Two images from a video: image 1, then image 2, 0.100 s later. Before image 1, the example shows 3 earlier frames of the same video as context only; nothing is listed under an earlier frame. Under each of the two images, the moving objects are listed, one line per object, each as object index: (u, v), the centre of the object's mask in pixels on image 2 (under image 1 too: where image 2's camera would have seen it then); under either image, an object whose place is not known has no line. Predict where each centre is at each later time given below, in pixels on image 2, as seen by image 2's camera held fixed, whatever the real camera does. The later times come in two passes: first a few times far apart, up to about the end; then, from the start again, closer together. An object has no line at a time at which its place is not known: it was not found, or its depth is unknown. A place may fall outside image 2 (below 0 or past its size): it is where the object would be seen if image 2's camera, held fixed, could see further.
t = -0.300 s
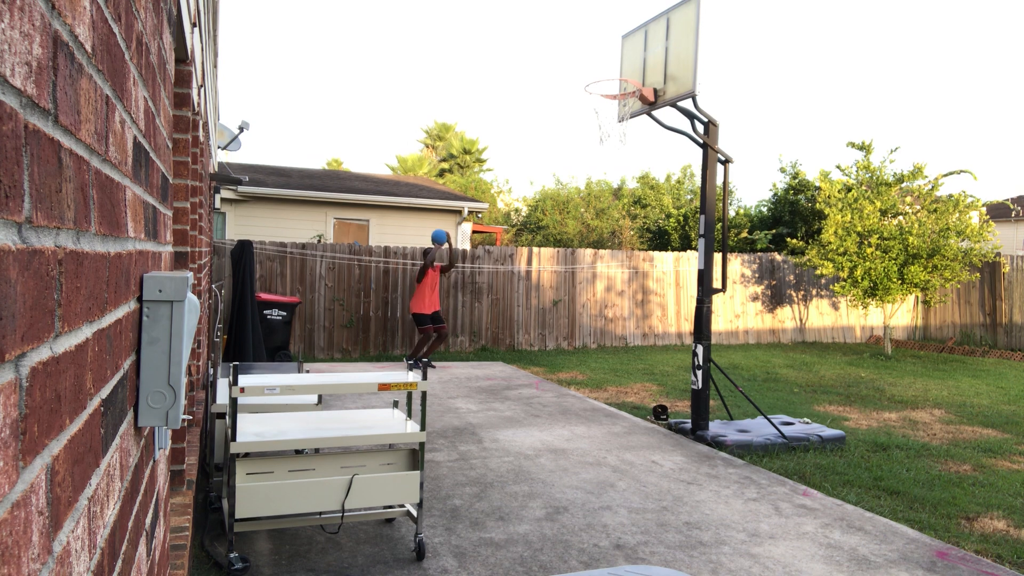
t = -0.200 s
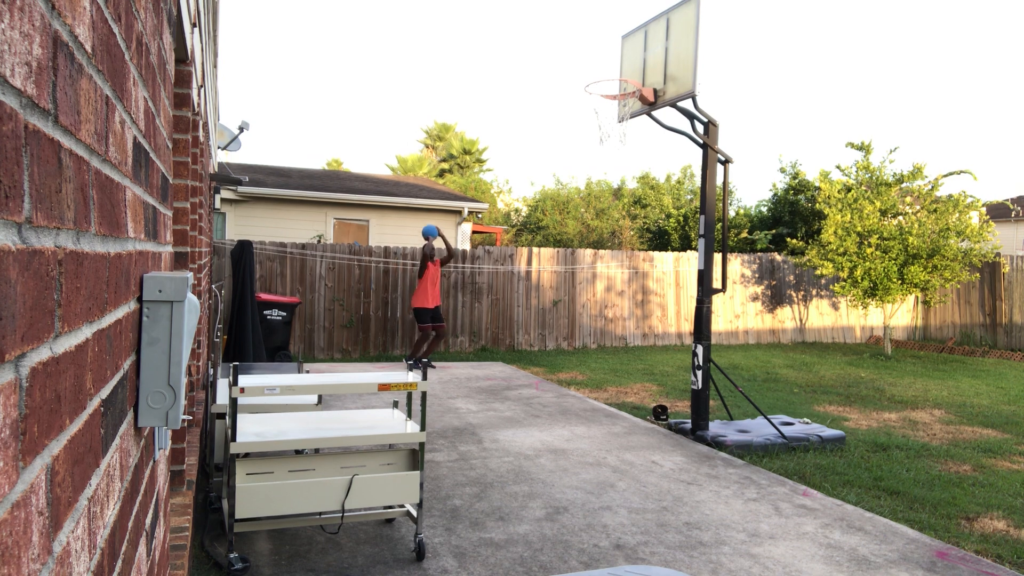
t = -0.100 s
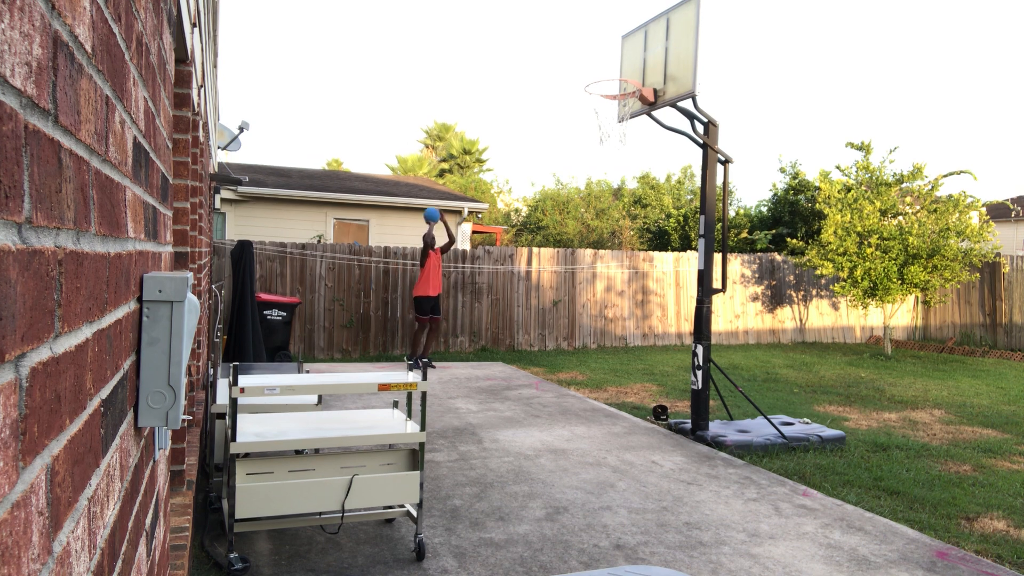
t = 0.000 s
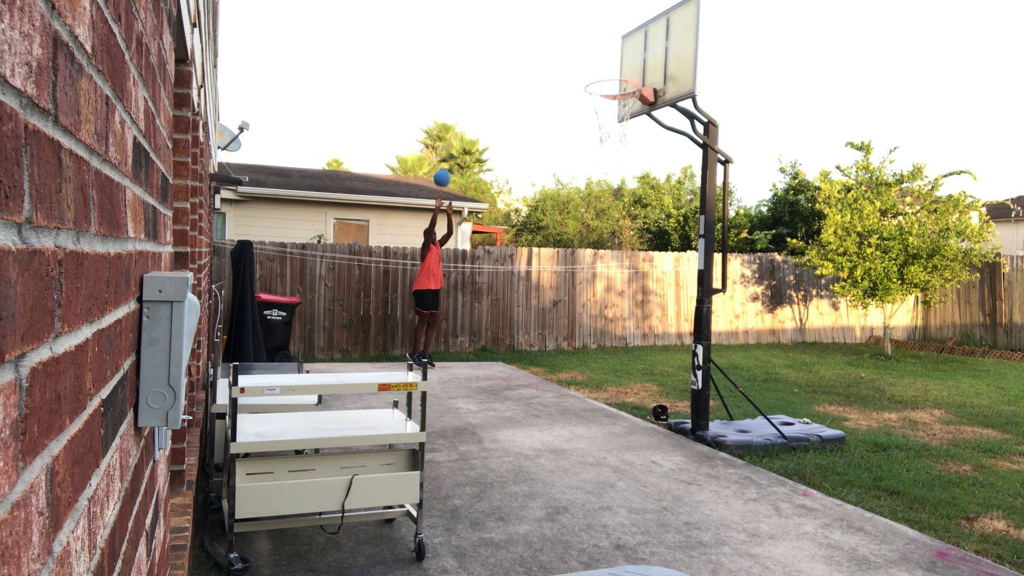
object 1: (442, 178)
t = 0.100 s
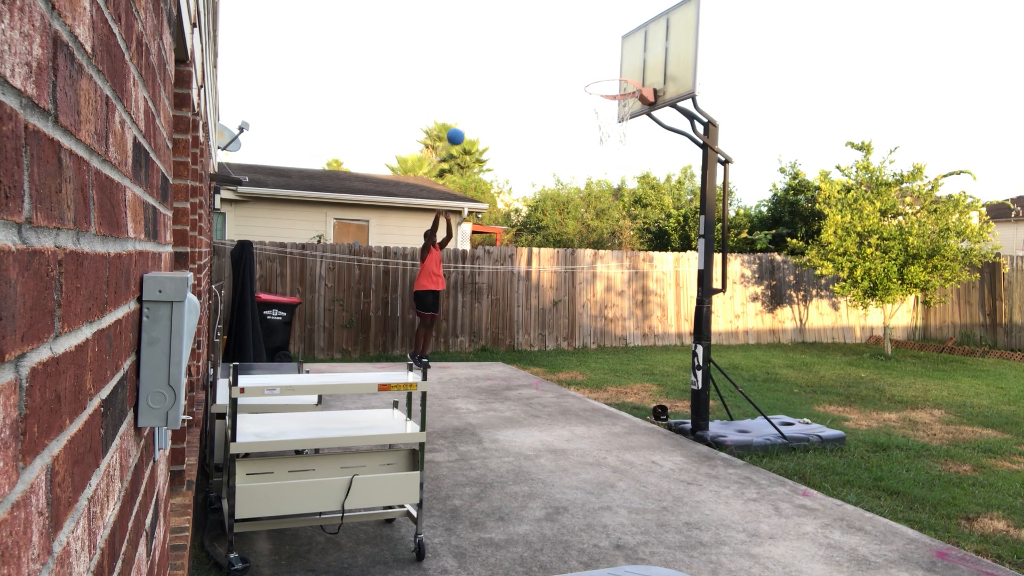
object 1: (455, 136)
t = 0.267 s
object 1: (480, 80)
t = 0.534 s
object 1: (525, 29)
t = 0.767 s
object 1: (570, 39)
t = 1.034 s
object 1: (624, 119)
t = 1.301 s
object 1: (647, 201)
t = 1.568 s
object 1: (669, 374)
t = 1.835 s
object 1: (682, 339)
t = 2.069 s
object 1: (686, 237)
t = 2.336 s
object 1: (687, 215)
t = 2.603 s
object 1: (685, 281)
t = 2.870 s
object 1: (680, 422)
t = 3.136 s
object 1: (689, 325)
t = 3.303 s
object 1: (695, 287)
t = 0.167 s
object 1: (465, 112)
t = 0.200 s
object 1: (470, 100)
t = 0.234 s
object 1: (475, 90)
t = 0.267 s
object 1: (480, 80)
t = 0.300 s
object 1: (485, 71)
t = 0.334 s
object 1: (490, 62)
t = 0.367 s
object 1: (496, 55)
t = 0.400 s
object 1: (501, 48)
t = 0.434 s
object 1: (507, 42)
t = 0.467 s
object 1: (513, 37)
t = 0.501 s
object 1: (518, 33)
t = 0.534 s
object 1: (525, 29)
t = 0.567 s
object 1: (531, 27)
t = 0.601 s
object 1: (537, 26)
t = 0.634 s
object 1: (543, 26)
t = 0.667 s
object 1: (550, 28)
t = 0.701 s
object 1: (556, 30)
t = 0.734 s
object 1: (563, 34)
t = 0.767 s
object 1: (570, 39)
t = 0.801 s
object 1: (577, 46)
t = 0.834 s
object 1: (584, 53)
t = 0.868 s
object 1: (592, 63)
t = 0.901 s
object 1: (599, 73)
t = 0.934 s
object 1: (607, 87)
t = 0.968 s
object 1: (614, 100)
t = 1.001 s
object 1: (620, 113)
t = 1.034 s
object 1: (624, 119)
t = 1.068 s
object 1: (627, 124)
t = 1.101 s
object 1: (630, 131)
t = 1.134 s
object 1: (633, 140)
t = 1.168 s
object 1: (635, 149)
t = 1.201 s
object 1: (638, 160)
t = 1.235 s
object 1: (641, 173)
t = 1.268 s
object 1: (644, 186)
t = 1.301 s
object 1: (647, 201)
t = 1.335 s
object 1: (650, 218)
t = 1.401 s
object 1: (655, 254)
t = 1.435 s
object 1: (657, 276)
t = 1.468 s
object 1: (660, 299)
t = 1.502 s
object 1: (663, 323)
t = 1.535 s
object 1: (667, 348)
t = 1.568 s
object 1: (669, 374)
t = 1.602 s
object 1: (672, 402)
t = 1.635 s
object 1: (675, 433)
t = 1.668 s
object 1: (678, 463)
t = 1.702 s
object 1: (679, 435)
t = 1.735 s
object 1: (680, 408)
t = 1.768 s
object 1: (681, 383)
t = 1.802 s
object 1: (681, 360)
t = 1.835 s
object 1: (682, 339)
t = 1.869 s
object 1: (684, 319)
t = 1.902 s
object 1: (684, 301)
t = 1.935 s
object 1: (685, 285)
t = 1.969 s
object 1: (685, 271)
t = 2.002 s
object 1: (686, 257)
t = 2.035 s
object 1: (686, 246)
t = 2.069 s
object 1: (686, 237)
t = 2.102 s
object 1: (687, 229)
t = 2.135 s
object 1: (687, 223)
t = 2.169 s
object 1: (688, 218)
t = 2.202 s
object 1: (688, 214)
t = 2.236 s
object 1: (688, 212)
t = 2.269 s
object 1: (688, 212)
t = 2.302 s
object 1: (688, 213)
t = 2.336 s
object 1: (687, 215)
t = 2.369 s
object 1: (687, 219)
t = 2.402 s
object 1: (686, 224)
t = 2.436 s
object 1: (686, 230)
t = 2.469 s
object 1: (686, 238)
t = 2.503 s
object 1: (686, 246)
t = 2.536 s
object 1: (685, 257)
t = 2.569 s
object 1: (685, 269)
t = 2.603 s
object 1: (685, 281)
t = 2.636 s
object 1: (684, 295)
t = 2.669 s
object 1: (684, 310)
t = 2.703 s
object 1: (683, 326)
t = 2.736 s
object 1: (682, 344)
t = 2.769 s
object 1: (682, 362)
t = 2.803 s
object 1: (681, 381)
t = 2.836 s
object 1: (680, 401)
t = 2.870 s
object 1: (680, 422)
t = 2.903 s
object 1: (679, 441)
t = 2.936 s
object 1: (681, 420)
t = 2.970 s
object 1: (682, 400)
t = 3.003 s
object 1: (683, 382)
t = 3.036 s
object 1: (685, 365)
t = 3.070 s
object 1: (686, 350)
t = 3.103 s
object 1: (688, 337)
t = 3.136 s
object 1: (689, 325)
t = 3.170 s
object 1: (691, 314)
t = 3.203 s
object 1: (692, 305)
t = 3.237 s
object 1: (693, 298)
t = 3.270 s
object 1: (694, 291)
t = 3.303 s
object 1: (695, 287)
